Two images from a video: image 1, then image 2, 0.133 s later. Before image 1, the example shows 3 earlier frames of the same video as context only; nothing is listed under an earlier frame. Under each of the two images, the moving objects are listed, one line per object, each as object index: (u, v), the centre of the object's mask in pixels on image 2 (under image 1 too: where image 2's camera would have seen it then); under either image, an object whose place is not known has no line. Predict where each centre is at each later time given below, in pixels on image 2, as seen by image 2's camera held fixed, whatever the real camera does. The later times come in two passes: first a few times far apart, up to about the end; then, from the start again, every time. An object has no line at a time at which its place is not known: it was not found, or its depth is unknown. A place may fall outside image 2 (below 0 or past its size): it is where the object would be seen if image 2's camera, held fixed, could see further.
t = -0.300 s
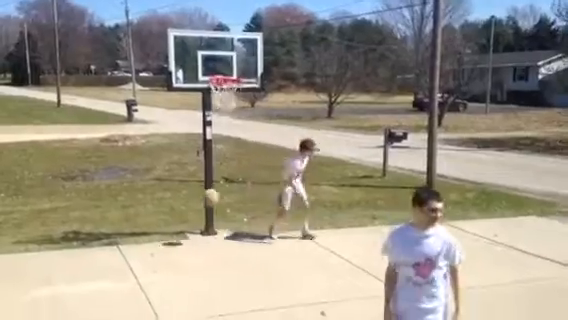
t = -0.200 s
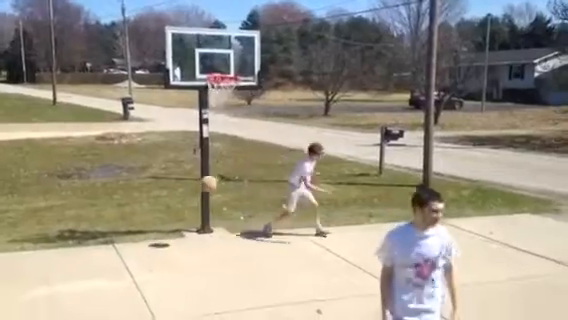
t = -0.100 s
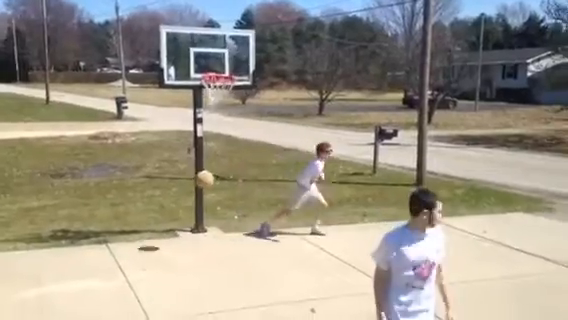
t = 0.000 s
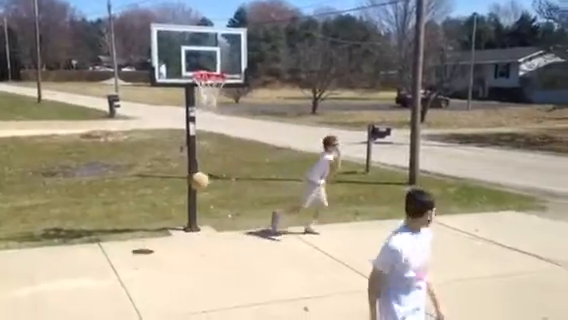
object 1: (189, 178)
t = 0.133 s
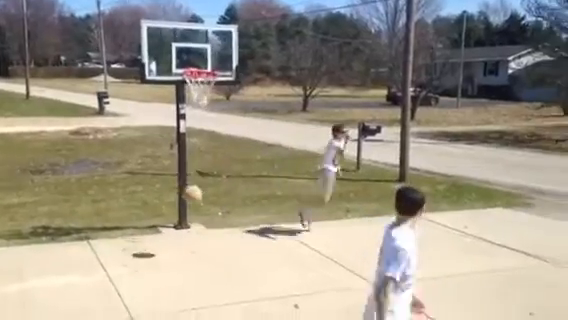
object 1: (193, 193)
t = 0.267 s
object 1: (195, 226)
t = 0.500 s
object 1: (200, 237)
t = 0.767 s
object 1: (211, 230)
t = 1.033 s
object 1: (220, 291)
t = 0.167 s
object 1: (194, 199)
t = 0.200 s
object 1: (194, 207)
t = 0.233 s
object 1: (195, 216)
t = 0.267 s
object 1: (195, 226)
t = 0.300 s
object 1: (196, 234)
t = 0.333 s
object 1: (195, 250)
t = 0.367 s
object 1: (196, 260)
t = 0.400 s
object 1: (197, 253)
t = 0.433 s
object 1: (198, 248)
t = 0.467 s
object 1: (199, 243)
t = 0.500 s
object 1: (200, 237)
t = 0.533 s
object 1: (202, 232)
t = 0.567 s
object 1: (204, 228)
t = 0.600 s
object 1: (205, 226)
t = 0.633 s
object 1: (206, 225)
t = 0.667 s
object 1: (207, 225)
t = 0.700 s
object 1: (209, 226)
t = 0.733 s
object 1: (210, 227)
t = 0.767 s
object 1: (211, 230)
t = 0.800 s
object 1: (213, 233)
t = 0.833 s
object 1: (213, 240)
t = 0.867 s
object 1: (214, 246)
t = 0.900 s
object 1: (215, 253)
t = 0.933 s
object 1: (216, 261)
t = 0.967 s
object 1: (217, 270)
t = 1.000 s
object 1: (218, 279)
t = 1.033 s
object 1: (220, 291)
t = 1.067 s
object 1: (220, 286)
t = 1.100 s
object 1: (224, 279)
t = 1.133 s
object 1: (225, 276)
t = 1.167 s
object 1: (227, 272)
